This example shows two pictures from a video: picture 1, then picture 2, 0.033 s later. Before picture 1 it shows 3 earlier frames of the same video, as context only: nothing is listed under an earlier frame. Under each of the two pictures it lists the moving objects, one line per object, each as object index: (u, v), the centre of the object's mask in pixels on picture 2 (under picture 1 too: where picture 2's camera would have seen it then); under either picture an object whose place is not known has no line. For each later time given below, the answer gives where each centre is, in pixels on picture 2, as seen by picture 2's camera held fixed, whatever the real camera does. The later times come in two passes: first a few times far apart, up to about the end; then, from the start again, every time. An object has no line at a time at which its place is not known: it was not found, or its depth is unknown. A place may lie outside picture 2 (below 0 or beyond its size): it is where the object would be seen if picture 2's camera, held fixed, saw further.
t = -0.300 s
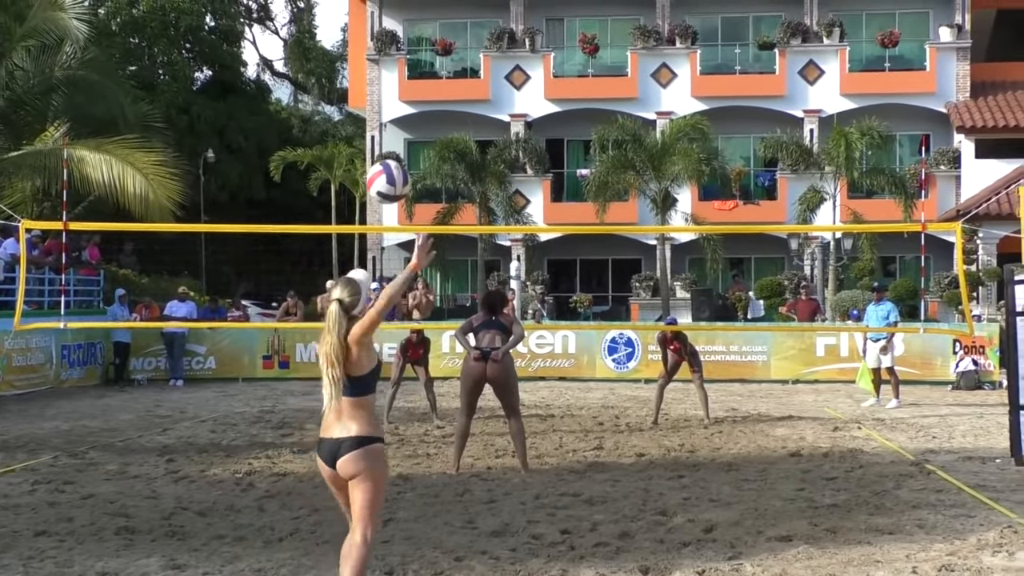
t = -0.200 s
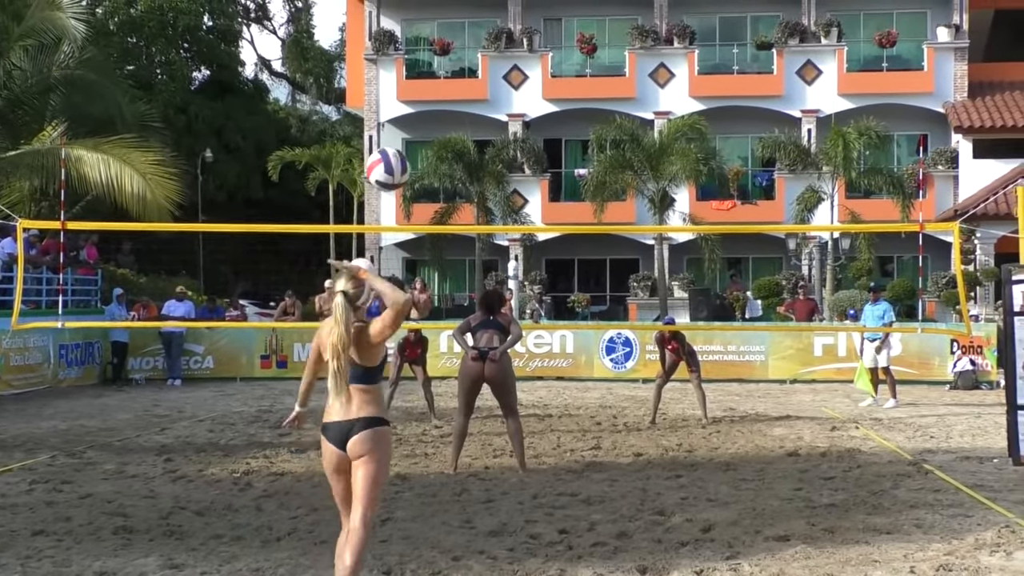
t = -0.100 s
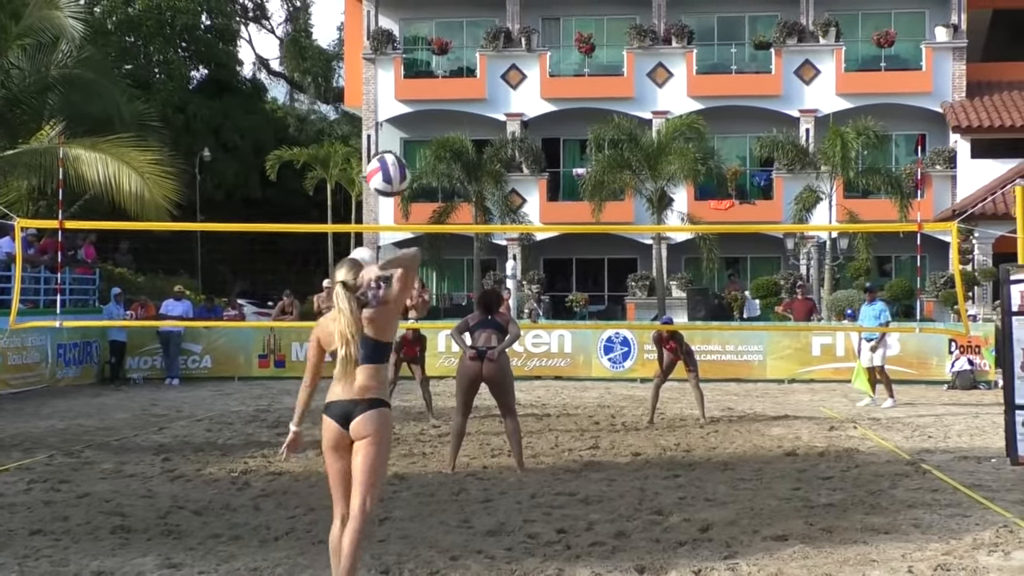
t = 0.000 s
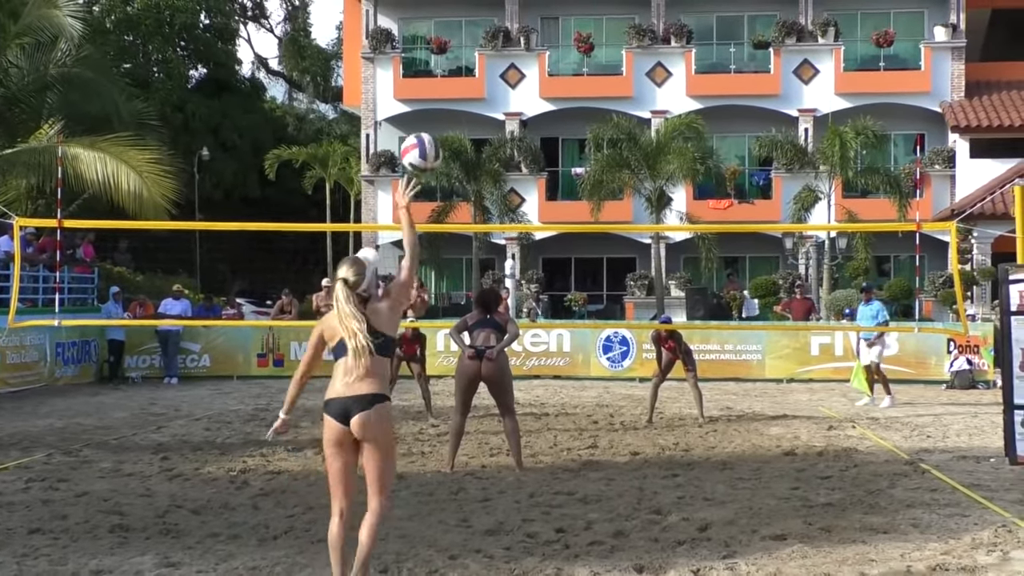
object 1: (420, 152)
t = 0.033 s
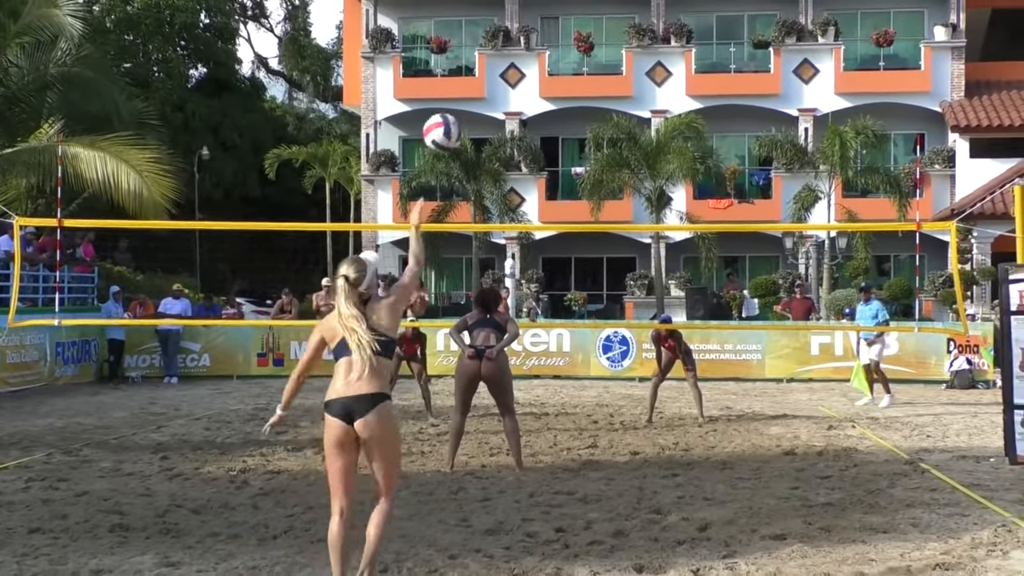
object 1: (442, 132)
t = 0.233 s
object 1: (545, 72)
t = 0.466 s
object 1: (630, 83)
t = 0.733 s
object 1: (694, 152)
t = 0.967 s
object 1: (738, 247)
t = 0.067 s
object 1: (462, 116)
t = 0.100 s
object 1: (481, 102)
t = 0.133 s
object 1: (499, 91)
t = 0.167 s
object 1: (515, 82)
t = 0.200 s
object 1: (530, 76)
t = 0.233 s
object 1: (545, 72)
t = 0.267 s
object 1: (560, 69)
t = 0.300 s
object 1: (573, 68)
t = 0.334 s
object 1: (586, 69)
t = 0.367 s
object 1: (598, 72)
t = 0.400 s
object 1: (609, 74)
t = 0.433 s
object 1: (620, 78)
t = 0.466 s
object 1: (630, 83)
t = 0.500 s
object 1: (641, 89)
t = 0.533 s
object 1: (650, 96)
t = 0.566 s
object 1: (659, 104)
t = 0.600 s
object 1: (667, 112)
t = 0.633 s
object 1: (672, 121)
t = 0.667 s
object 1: (680, 131)
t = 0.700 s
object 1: (687, 141)
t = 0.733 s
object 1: (694, 152)
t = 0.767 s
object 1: (700, 165)
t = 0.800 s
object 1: (707, 177)
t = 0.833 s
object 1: (713, 190)
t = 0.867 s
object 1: (719, 204)
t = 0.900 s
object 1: (725, 216)
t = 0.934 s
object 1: (731, 236)
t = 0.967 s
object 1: (738, 247)
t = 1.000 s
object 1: (743, 263)
